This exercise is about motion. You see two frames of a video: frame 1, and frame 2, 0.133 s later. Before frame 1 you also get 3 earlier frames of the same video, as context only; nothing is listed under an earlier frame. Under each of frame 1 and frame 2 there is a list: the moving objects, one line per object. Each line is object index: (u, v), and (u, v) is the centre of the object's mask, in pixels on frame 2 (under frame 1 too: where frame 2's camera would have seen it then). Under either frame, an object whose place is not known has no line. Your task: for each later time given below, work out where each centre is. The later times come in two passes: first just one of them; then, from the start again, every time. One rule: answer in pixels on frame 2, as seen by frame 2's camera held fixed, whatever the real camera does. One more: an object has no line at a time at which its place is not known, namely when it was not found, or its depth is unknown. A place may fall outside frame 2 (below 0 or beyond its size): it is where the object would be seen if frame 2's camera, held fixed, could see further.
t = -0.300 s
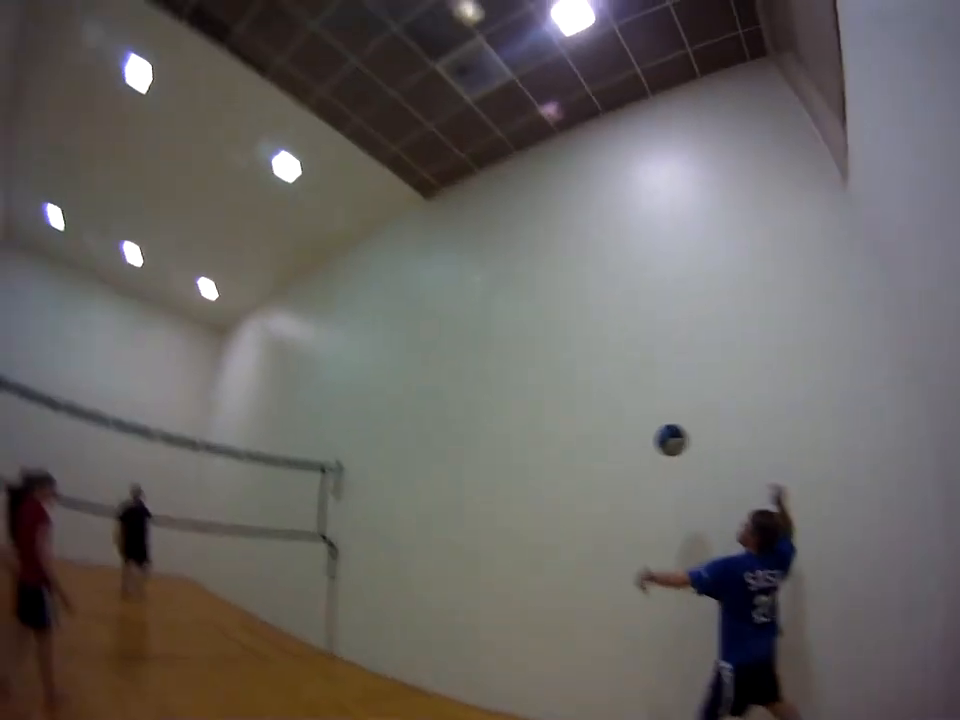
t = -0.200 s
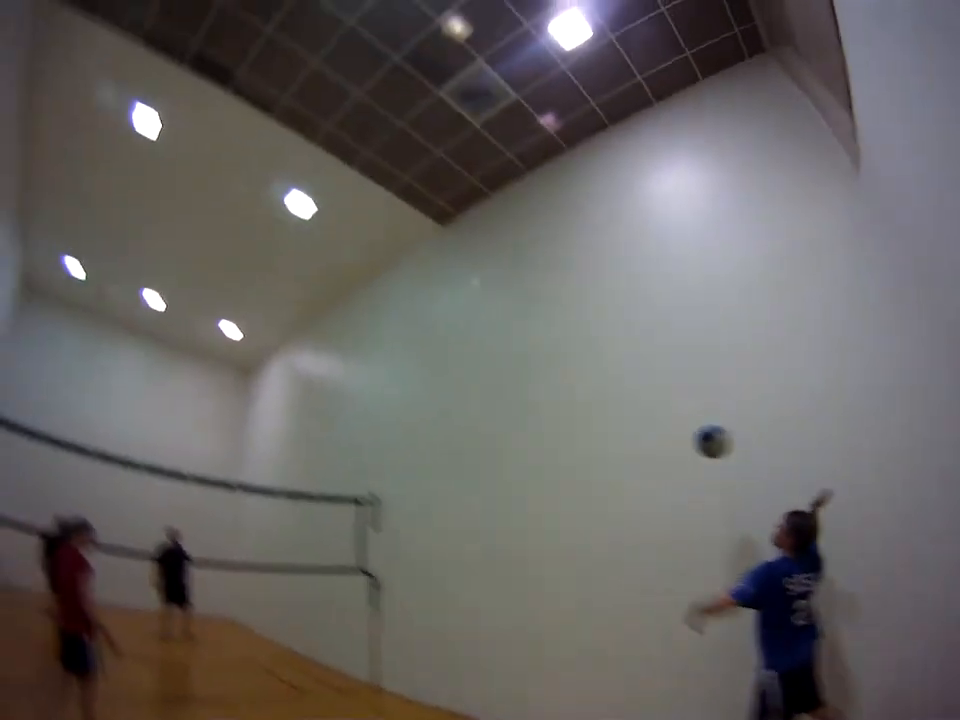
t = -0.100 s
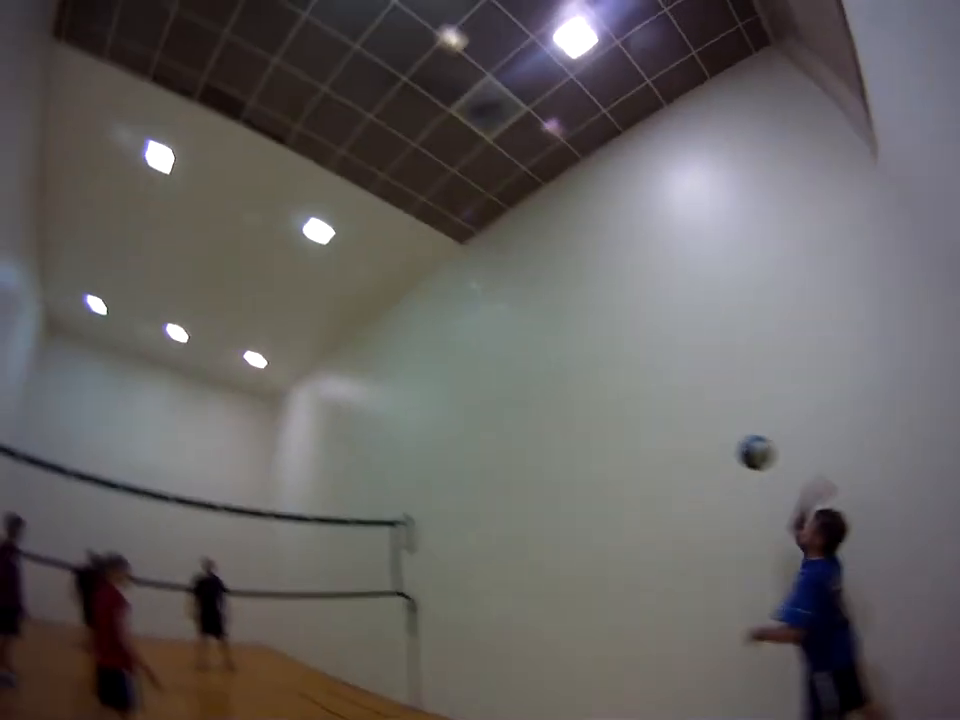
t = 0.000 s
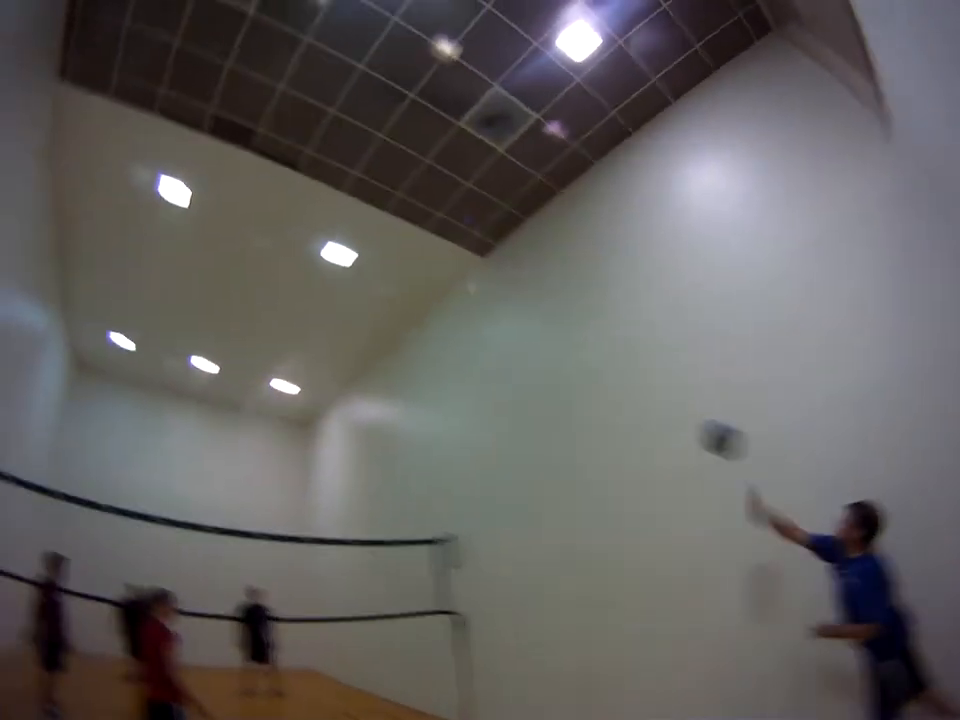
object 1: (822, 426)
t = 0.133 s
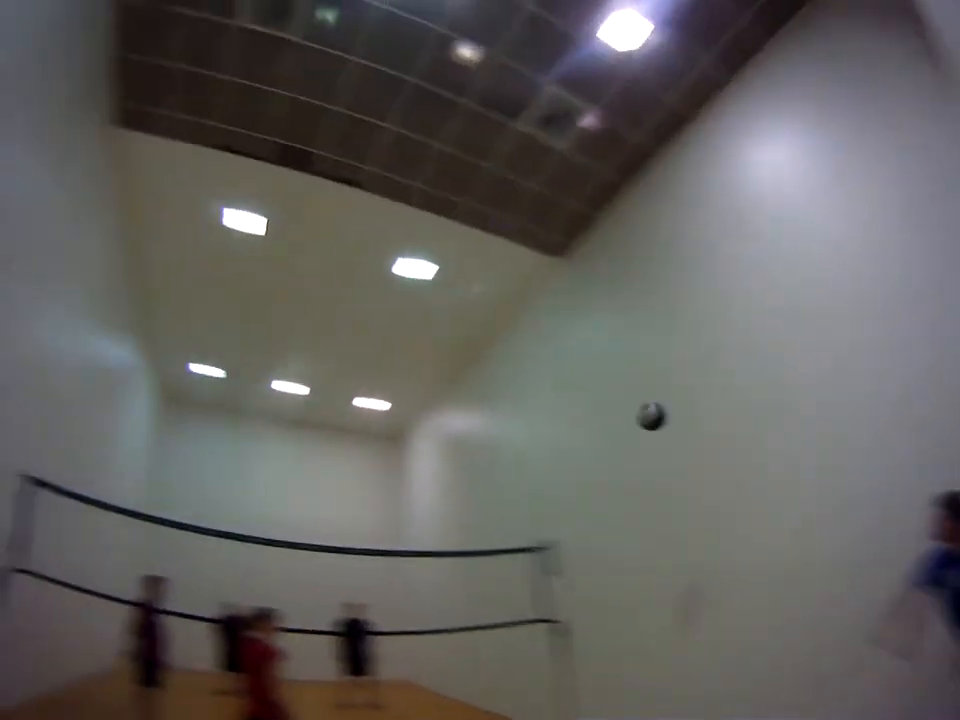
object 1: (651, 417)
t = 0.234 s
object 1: (570, 421)
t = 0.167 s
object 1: (620, 417)
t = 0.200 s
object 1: (593, 419)
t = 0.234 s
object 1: (570, 421)
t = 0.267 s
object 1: (548, 425)
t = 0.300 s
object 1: (529, 429)
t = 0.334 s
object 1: (511, 434)
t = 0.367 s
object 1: (494, 440)
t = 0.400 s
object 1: (478, 446)
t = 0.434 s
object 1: (463, 452)
